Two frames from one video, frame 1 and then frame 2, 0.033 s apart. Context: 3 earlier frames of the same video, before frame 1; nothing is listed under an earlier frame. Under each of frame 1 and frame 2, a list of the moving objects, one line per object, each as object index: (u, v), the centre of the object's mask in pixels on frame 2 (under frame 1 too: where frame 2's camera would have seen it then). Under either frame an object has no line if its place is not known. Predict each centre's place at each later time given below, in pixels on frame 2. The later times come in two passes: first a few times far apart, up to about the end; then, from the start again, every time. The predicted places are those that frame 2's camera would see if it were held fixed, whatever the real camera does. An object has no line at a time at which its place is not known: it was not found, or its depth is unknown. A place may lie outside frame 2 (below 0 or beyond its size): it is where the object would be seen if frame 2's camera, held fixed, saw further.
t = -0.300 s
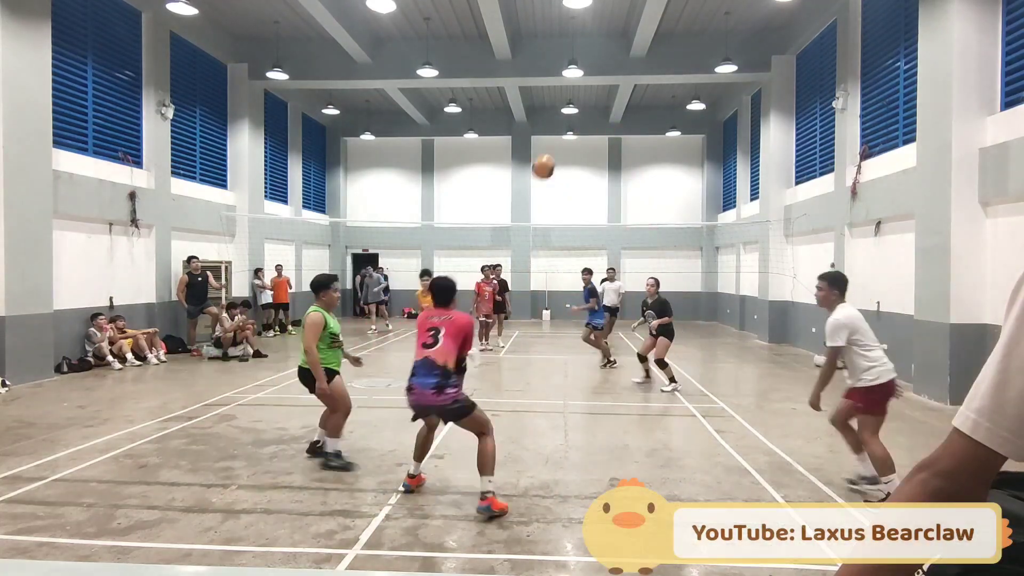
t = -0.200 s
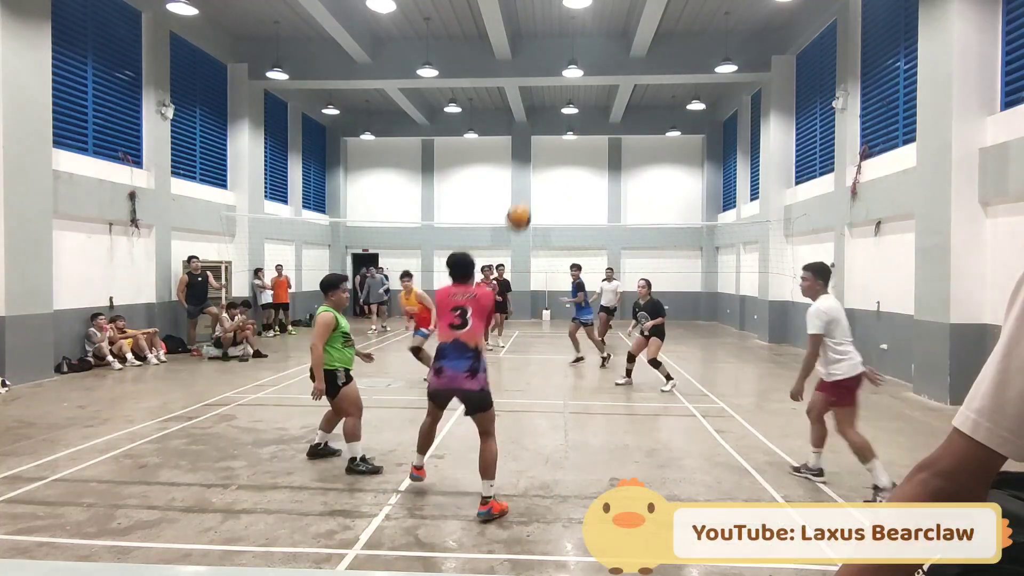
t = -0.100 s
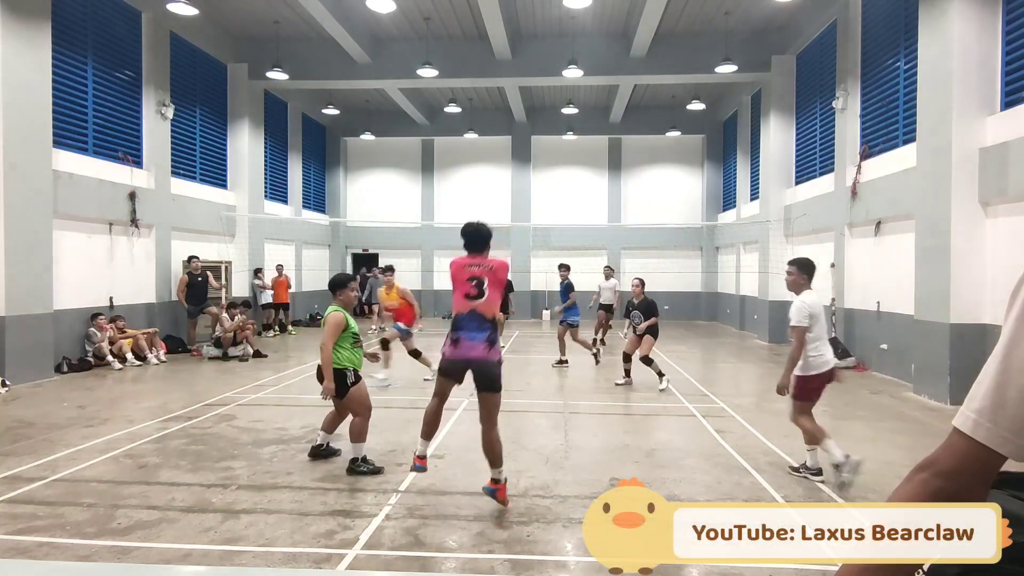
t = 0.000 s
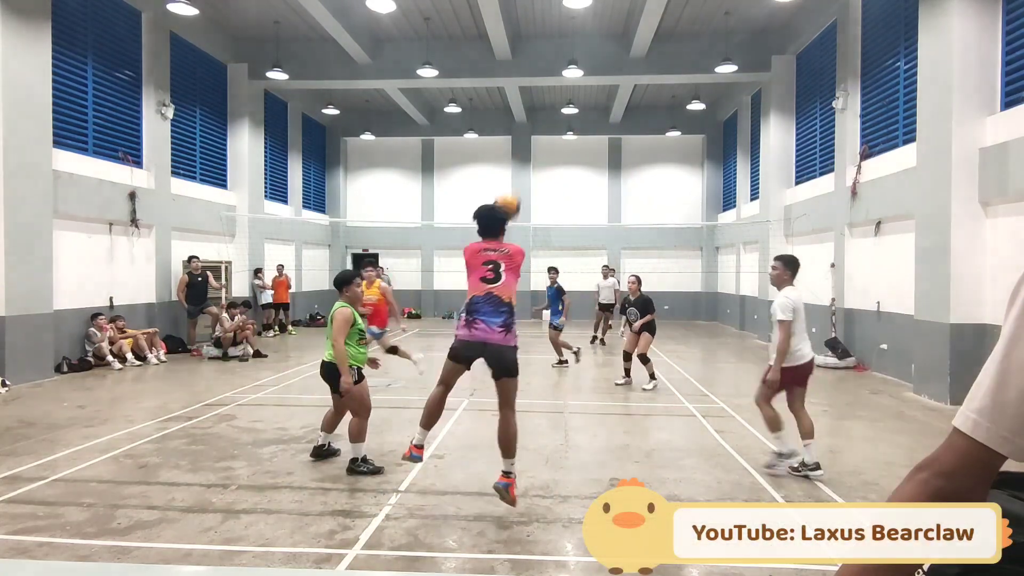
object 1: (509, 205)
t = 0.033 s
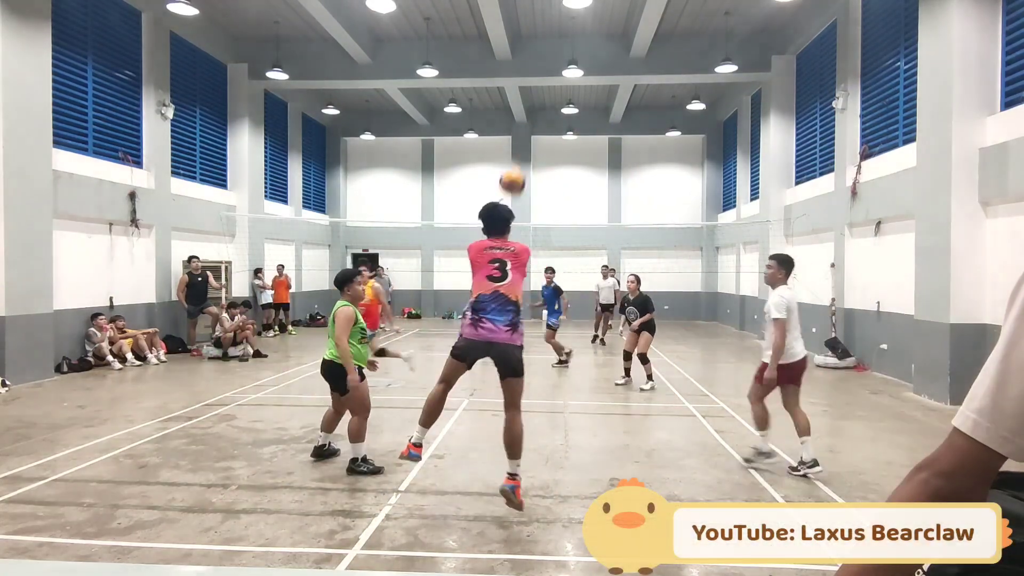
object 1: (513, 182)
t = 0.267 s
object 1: (542, 74)
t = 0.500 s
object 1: (565, 46)
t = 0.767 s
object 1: (586, 77)
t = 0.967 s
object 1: (598, 136)
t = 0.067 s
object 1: (518, 159)
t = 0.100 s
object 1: (522, 140)
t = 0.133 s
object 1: (526, 124)
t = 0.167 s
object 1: (531, 109)
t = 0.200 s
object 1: (534, 97)
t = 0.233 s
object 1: (538, 85)
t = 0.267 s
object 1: (542, 74)
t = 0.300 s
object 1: (545, 66)
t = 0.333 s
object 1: (548, 60)
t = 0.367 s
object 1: (552, 55)
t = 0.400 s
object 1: (556, 51)
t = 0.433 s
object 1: (559, 48)
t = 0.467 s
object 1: (562, 47)
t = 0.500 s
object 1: (565, 46)
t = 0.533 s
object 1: (568, 47)
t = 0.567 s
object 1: (571, 48)
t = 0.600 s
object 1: (574, 52)
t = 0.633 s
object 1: (576, 55)
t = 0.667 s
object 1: (579, 59)
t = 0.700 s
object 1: (581, 64)
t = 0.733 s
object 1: (584, 71)
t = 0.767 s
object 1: (586, 77)
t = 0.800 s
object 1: (588, 85)
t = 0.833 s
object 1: (590, 95)
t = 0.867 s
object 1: (593, 105)
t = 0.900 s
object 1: (595, 115)
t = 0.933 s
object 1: (597, 125)
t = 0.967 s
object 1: (598, 136)
